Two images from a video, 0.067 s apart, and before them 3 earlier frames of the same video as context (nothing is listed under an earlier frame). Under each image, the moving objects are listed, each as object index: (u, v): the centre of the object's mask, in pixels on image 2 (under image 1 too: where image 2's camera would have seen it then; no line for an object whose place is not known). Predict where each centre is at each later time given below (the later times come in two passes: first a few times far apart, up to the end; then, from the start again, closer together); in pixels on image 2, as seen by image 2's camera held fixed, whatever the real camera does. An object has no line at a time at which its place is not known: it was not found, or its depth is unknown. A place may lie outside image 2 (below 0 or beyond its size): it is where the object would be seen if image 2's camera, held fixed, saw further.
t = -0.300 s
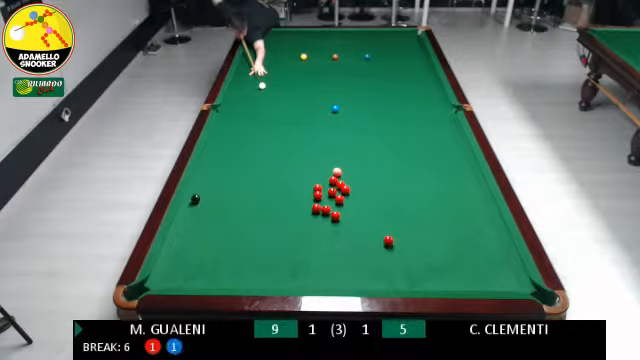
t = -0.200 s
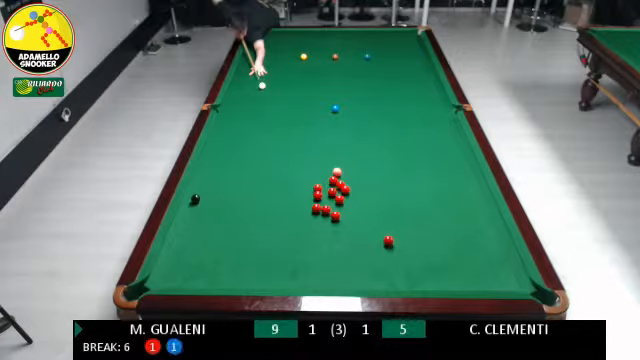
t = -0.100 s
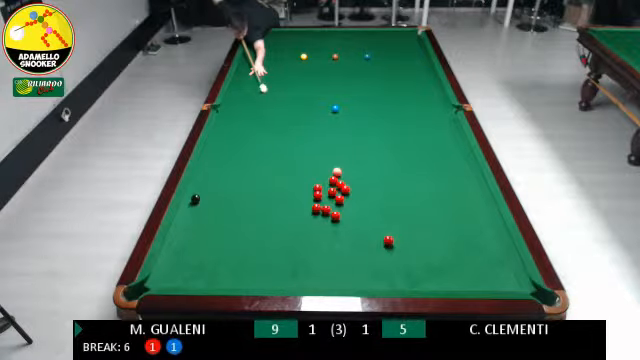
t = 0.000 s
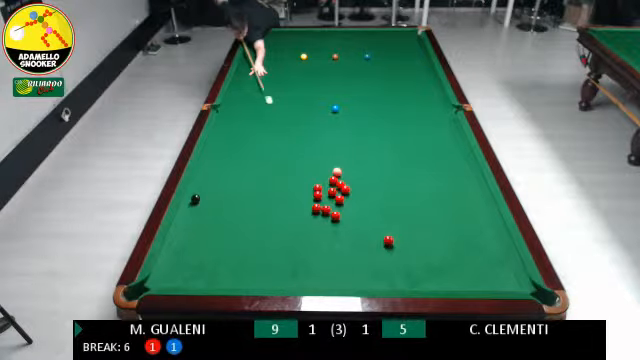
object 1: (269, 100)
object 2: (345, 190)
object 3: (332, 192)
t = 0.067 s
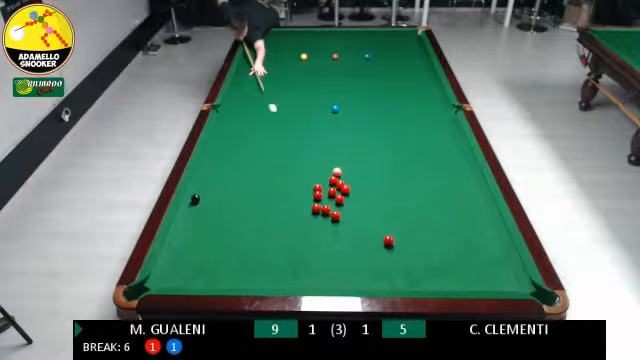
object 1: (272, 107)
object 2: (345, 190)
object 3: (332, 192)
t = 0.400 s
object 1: (293, 152)
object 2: (345, 190)
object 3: (332, 192)
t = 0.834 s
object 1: (296, 222)
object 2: (351, 188)
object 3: (349, 197)
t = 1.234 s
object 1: (276, 265)
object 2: (363, 182)
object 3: (375, 207)
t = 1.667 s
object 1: (269, 210)
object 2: (375, 177)
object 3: (401, 216)
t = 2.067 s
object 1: (264, 171)
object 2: (382, 174)
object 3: (424, 223)
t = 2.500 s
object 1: (260, 139)
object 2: (389, 172)
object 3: (445, 230)
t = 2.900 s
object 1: (256, 116)
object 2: (392, 171)
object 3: (462, 237)
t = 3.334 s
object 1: (253, 96)
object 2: (392, 171)
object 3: (477, 242)
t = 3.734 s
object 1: (251, 81)
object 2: (393, 171)
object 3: (487, 245)
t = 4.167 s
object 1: (248, 67)
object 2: (393, 171)
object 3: (494, 247)
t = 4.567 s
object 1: (247, 56)
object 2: (393, 171)
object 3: (496, 248)
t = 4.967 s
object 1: (247, 47)
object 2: (393, 171)
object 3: (497, 248)
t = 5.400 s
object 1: (253, 39)
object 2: (393, 171)
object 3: (497, 248)
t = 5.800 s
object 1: (257, 34)
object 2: (393, 171)
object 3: (497, 248)
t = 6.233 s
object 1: (257, 33)
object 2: (393, 171)
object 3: (497, 248)
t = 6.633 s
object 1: (254, 36)
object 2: (392, 171)
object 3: (497, 248)
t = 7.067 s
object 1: (250, 38)
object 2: (393, 171)
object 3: (497, 248)
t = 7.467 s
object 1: (250, 40)
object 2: (393, 171)
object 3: (497, 248)
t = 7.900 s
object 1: (250, 41)
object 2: (393, 171)
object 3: (497, 248)
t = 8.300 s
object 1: (251, 42)
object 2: (393, 171)
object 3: (497, 248)
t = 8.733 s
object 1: (251, 42)
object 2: (393, 171)
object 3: (497, 248)
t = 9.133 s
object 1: (251, 42)
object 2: (393, 171)
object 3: (497, 248)
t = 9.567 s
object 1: (251, 42)
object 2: (393, 171)
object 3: (497, 248)
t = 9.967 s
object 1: (251, 42)
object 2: (392, 171)
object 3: (497, 248)
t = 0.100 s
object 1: (274, 111)
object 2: (345, 190)
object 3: (332, 192)
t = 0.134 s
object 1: (276, 116)
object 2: (345, 190)
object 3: (332, 192)
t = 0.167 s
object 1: (278, 119)
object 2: (345, 190)
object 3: (332, 192)
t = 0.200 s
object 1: (280, 124)
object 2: (345, 190)
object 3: (332, 192)
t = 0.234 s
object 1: (282, 128)
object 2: (345, 190)
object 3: (332, 192)
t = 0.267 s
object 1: (284, 132)
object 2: (345, 190)
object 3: (332, 192)
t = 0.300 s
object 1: (286, 137)
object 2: (345, 190)
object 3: (332, 192)
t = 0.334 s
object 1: (289, 142)
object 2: (345, 190)
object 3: (332, 192)
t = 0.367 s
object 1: (291, 147)
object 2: (345, 190)
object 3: (332, 192)
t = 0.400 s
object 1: (293, 152)
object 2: (345, 190)
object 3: (332, 192)
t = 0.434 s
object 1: (295, 157)
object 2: (346, 190)
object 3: (332, 192)
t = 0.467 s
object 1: (298, 162)
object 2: (345, 190)
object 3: (332, 192)
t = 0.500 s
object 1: (300, 167)
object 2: (345, 189)
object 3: (332, 192)
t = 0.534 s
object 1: (303, 173)
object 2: (345, 190)
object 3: (332, 192)
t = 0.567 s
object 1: (305, 179)
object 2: (345, 190)
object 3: (332, 192)
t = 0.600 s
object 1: (308, 184)
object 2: (345, 190)
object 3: (332, 192)
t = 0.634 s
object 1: (307, 190)
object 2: (345, 190)
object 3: (332, 192)
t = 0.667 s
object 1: (305, 194)
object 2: (346, 189)
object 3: (335, 194)
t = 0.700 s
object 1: (302, 199)
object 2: (347, 189)
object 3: (341, 193)
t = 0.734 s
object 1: (301, 205)
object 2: (347, 189)
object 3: (342, 194)
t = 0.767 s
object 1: (299, 211)
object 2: (348, 188)
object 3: (343, 195)
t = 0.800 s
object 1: (297, 217)
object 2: (350, 187)
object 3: (347, 197)
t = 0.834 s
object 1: (296, 222)
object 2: (351, 188)
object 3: (349, 197)
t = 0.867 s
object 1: (294, 229)
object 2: (352, 187)
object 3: (351, 198)
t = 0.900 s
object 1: (292, 235)
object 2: (353, 186)
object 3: (353, 199)
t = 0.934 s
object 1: (291, 241)
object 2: (354, 186)
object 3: (355, 199)
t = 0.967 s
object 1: (288, 248)
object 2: (355, 186)
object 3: (358, 200)
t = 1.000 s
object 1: (286, 255)
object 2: (356, 185)
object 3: (360, 201)
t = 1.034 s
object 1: (284, 262)
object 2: (357, 184)
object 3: (362, 202)
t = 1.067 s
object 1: (282, 270)
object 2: (358, 184)
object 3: (364, 203)
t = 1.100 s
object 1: (279, 277)
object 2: (359, 184)
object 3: (366, 204)
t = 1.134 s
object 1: (277, 282)
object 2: (360, 183)
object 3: (368, 205)
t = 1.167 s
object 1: (276, 277)
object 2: (361, 182)
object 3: (371, 205)
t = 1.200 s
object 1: (276, 271)
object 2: (362, 182)
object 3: (373, 206)
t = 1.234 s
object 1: (276, 265)
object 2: (363, 182)
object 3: (375, 207)
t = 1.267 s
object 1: (275, 260)
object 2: (364, 181)
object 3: (377, 208)
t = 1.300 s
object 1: (275, 255)
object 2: (365, 181)
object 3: (379, 208)
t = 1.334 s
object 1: (274, 250)
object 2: (366, 180)
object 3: (381, 209)
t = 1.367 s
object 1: (273, 245)
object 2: (367, 180)
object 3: (383, 210)
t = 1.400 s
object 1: (273, 241)
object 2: (368, 180)
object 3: (385, 210)
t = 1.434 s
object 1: (272, 237)
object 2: (369, 180)
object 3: (388, 211)
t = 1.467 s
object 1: (272, 233)
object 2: (370, 179)
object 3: (389, 212)
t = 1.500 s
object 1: (271, 229)
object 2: (370, 178)
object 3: (391, 212)
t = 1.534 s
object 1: (271, 225)
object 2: (371, 178)
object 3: (394, 213)
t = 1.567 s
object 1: (270, 221)
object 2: (372, 178)
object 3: (395, 213)
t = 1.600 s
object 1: (270, 217)
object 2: (373, 178)
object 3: (398, 214)
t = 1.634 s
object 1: (269, 213)
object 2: (374, 178)
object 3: (399, 215)
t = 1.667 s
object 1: (269, 210)
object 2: (375, 177)
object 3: (401, 216)
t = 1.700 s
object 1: (268, 206)
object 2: (375, 177)
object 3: (403, 216)
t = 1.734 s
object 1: (268, 202)
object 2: (376, 176)
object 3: (406, 217)
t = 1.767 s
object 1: (268, 199)
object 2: (377, 176)
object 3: (407, 217)
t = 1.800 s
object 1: (267, 195)
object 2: (377, 176)
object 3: (409, 218)
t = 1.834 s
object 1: (267, 192)
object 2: (377, 176)
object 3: (412, 219)
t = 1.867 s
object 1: (266, 188)
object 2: (379, 175)
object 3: (413, 219)
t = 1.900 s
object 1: (266, 186)
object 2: (380, 175)
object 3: (415, 220)
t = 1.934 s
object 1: (265, 183)
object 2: (380, 175)
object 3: (417, 221)
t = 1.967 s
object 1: (265, 180)
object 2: (381, 175)
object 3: (418, 221)
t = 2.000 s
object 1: (264, 177)
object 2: (381, 175)
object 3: (420, 222)
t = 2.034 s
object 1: (264, 174)
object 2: (382, 174)
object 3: (422, 222)
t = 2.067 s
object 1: (264, 171)
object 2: (382, 174)
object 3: (424, 223)
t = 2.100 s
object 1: (264, 168)
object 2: (383, 174)
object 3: (425, 223)
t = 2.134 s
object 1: (263, 166)
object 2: (384, 174)
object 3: (427, 224)
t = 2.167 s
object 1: (263, 164)
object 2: (384, 174)
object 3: (429, 225)
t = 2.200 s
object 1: (262, 160)
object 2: (385, 174)
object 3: (431, 226)
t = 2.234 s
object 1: (262, 158)
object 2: (385, 173)
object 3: (432, 226)
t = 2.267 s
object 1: (262, 156)
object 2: (386, 173)
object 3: (434, 227)
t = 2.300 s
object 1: (261, 153)
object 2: (387, 173)
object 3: (435, 227)
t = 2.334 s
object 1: (261, 151)
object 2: (387, 172)
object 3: (437, 228)
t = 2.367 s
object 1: (261, 148)
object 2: (387, 172)
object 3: (439, 229)
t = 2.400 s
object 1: (260, 146)
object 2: (388, 172)
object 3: (441, 229)
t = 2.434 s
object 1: (260, 144)
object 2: (388, 172)
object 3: (442, 229)
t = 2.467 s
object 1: (260, 142)
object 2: (388, 172)
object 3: (443, 230)
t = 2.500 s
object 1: (260, 139)
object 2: (389, 172)
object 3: (445, 230)
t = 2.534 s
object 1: (260, 137)
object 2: (389, 172)
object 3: (446, 231)
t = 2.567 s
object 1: (259, 135)
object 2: (389, 172)
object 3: (448, 232)
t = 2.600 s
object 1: (259, 133)
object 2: (390, 172)
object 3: (449, 232)
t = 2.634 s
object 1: (259, 132)
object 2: (390, 172)
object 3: (451, 232)
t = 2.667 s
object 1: (259, 129)
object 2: (390, 172)
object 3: (452, 233)
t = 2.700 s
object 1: (258, 128)
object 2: (390, 172)
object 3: (454, 233)
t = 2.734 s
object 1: (258, 124)
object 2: (391, 172)
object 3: (455, 234)
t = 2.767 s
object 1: (258, 123)
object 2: (391, 172)
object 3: (457, 235)
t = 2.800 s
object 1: (257, 121)
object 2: (391, 172)
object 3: (459, 235)
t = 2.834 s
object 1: (257, 119)
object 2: (391, 172)
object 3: (459, 236)
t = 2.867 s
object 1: (256, 118)
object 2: (391, 171)
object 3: (461, 236)
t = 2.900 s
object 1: (256, 116)
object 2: (392, 171)
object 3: (462, 237)
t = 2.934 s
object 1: (256, 114)
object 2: (392, 171)
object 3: (464, 237)
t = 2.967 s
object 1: (256, 113)
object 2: (392, 171)
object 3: (465, 238)
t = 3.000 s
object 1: (256, 111)
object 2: (392, 171)
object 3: (466, 238)
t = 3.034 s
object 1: (255, 109)
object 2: (393, 171)
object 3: (467, 238)
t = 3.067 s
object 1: (255, 108)
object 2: (393, 171)
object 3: (468, 239)
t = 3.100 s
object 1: (255, 106)
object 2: (393, 171)
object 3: (469, 239)
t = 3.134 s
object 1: (255, 104)
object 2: (393, 171)
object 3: (471, 239)
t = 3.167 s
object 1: (254, 103)
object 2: (393, 171)
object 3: (471, 240)
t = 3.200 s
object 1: (254, 102)
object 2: (393, 171)
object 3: (473, 241)
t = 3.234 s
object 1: (254, 100)
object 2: (392, 171)
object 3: (474, 241)
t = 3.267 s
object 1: (254, 99)
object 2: (392, 171)
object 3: (474, 241)
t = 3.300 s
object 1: (253, 97)
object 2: (393, 171)
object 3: (476, 242)
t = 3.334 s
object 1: (253, 96)
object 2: (392, 171)
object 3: (477, 242)
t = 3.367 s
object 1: (253, 95)
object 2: (393, 171)
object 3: (477, 242)
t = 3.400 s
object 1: (253, 92)
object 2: (392, 171)
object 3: (479, 243)
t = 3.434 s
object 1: (252, 92)
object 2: (393, 171)
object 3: (479, 244)
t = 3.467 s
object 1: (252, 90)
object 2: (393, 171)
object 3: (481, 244)
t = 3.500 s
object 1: (252, 89)
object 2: (393, 171)
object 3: (482, 244)
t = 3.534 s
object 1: (252, 87)
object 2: (393, 171)
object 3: (482, 244)
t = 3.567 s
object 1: (252, 86)
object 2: (393, 171)
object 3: (483, 244)
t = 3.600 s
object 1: (252, 85)
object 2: (393, 171)
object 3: (483, 244)
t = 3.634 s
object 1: (251, 84)
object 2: (393, 171)
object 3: (485, 244)
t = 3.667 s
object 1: (251, 83)
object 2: (393, 171)
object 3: (485, 244)
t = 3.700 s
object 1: (251, 82)
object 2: (393, 171)
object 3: (486, 245)
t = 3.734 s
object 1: (251, 81)
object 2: (393, 171)
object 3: (487, 245)
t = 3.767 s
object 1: (251, 79)
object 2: (393, 171)
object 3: (487, 245)
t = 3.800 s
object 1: (250, 78)
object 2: (393, 171)
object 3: (488, 245)
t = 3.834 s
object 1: (250, 77)
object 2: (393, 171)
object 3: (489, 246)
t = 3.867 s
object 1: (250, 76)
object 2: (393, 171)
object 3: (489, 246)
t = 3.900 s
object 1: (250, 75)
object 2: (393, 171)
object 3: (490, 246)
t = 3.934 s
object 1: (249, 74)
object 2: (393, 171)
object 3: (491, 246)
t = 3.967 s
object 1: (249, 74)
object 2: (393, 171)
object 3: (491, 246)
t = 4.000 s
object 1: (249, 72)
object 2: (393, 171)
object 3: (492, 246)
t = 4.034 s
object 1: (249, 71)
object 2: (393, 171)
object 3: (492, 246)
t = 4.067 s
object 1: (249, 70)
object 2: (393, 171)
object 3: (492, 247)
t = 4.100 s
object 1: (248, 69)
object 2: (393, 171)
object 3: (493, 247)
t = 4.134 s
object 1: (248, 68)
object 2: (393, 171)
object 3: (493, 247)
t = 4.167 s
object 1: (248, 67)
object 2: (393, 171)
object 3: (494, 247)
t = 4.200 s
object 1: (248, 66)
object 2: (393, 171)
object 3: (495, 247)
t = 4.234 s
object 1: (248, 65)
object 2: (393, 171)
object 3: (495, 247)
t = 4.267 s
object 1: (248, 64)
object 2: (393, 171)
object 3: (495, 247)
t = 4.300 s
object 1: (248, 63)
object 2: (393, 171)
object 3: (495, 247)
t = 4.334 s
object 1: (248, 62)
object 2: (393, 171)
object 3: (496, 247)
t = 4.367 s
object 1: (247, 61)
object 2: (393, 171)
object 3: (496, 247)
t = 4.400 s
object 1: (247, 60)
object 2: (393, 171)
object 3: (496, 247)
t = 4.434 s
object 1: (247, 59)
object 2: (393, 171)
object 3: (496, 247)
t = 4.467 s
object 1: (247, 58)
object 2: (393, 171)
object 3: (496, 247)
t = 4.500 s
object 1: (247, 58)
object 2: (393, 171)
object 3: (496, 248)
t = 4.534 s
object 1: (247, 57)
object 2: (393, 171)
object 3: (496, 248)
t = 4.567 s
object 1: (247, 56)
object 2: (393, 171)
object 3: (496, 248)
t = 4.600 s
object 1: (246, 55)
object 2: (393, 171)
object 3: (496, 248)
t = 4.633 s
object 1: (246, 54)
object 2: (393, 171)
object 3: (497, 248)
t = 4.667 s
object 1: (246, 54)
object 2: (393, 171)
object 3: (497, 248)
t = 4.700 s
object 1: (246, 53)
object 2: (393, 171)
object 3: (497, 248)
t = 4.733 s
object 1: (246, 52)
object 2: (393, 171)
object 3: (497, 248)
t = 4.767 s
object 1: (246, 51)
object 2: (393, 171)
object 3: (497, 248)
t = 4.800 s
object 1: (246, 50)
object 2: (393, 171)
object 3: (497, 248)
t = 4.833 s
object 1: (246, 50)
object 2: (393, 171)
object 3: (497, 248)
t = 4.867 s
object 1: (246, 49)
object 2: (393, 171)
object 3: (497, 248)
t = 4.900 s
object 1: (247, 48)
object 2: (393, 171)
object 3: (497, 248)
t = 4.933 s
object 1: (247, 48)
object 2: (393, 171)
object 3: (497, 248)
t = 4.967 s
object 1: (247, 47)
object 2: (393, 171)
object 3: (497, 248)
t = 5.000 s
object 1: (248, 47)
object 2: (393, 171)
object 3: (497, 248)
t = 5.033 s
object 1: (248, 46)
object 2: (393, 171)
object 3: (497, 248)
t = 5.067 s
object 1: (249, 45)
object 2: (393, 171)
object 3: (497, 248)
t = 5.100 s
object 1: (249, 45)
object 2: (393, 171)
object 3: (497, 248)
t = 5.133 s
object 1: (250, 44)
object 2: (393, 171)
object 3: (497, 248)
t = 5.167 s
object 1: (250, 44)
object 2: (393, 171)
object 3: (497, 248)
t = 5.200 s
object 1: (250, 43)
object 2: (393, 171)
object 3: (497, 248)
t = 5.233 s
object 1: (251, 42)
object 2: (393, 171)
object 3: (497, 248)
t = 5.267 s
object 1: (251, 42)
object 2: (393, 171)
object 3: (497, 248)
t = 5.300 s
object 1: (252, 42)
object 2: (393, 171)
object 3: (497, 248)
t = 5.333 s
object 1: (252, 41)
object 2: (393, 171)
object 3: (497, 248)
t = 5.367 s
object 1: (252, 40)
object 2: (393, 171)
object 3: (497, 248)
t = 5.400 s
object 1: (253, 39)
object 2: (393, 171)
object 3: (497, 248)
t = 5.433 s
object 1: (253, 39)
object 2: (393, 171)
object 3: (497, 248)
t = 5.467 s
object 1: (253, 39)
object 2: (393, 171)
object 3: (497, 248)
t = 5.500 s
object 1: (254, 38)
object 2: (393, 171)
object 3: (497, 248)
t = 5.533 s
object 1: (254, 38)
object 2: (393, 171)
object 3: (497, 248)
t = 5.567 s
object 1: (254, 37)
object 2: (393, 171)
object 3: (497, 248)
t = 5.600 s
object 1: (255, 36)
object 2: (393, 171)
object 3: (497, 248)
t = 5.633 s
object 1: (255, 36)
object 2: (393, 171)
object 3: (497, 248)
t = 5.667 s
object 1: (256, 36)
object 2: (393, 171)
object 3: (497, 248)
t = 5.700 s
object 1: (256, 35)
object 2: (393, 171)
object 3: (497, 248)
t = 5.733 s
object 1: (256, 35)
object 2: (393, 171)
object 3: (497, 248)
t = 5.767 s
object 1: (257, 34)
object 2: (393, 171)
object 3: (497, 248)
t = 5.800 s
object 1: (257, 34)
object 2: (393, 171)
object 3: (497, 248)
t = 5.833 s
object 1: (258, 33)
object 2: (393, 171)
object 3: (497, 248)
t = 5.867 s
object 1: (258, 33)
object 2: (393, 171)
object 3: (497, 248)
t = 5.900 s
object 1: (258, 32)
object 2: (393, 171)
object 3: (497, 248)
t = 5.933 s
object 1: (258, 32)
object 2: (393, 171)
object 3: (497, 248)
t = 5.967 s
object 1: (258, 32)
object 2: (393, 171)
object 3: (497, 248)
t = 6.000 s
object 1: (258, 32)
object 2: (393, 171)
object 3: (497, 248)
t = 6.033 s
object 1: (258, 32)
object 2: (393, 171)
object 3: (497, 248)
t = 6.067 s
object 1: (258, 32)
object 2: (393, 171)
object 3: (497, 248)
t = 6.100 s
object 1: (258, 32)
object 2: (393, 171)
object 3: (497, 248)
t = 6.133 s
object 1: (258, 32)
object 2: (393, 171)
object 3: (497, 248)
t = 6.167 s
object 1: (258, 32)
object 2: (393, 171)
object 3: (497, 248)
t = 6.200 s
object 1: (258, 32)
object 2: (393, 171)
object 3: (497, 248)
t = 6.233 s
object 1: (257, 33)
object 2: (393, 171)
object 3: (497, 248)
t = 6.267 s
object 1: (257, 33)
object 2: (393, 171)
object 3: (497, 248)
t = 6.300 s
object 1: (257, 34)
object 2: (393, 171)
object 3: (497, 248)
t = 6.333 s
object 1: (257, 34)
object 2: (393, 171)
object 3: (497, 248)
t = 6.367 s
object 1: (256, 34)
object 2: (393, 171)
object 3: (497, 248)
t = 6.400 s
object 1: (255, 34)
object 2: (393, 171)
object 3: (497, 248)
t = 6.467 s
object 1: (255, 35)
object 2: (393, 171)
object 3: (497, 248)
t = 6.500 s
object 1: (255, 35)
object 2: (393, 171)
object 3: (497, 248)
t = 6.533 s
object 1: (254, 35)
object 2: (393, 171)
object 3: (497, 248)
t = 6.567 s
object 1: (254, 35)
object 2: (393, 171)
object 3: (497, 248)
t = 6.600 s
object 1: (254, 35)
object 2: (393, 171)
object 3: (497, 248)
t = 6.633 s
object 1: (254, 36)
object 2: (392, 171)
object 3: (497, 248)
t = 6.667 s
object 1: (253, 36)
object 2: (392, 171)
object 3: (497, 248)
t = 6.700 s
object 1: (253, 36)
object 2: (392, 171)
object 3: (497, 248)
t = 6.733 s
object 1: (253, 36)
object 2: (392, 171)
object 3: (497, 248)
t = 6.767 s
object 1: (253, 37)
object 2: (393, 171)
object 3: (497, 248)
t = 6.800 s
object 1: (253, 37)
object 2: (393, 171)
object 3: (497, 248)
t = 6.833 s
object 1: (252, 37)
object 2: (393, 171)
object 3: (497, 248)
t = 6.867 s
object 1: (252, 37)
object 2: (393, 171)
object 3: (497, 248)
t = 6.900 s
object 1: (252, 37)
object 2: (393, 171)
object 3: (497, 248)
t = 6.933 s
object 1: (251, 37)
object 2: (393, 171)
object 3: (497, 248)
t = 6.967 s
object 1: (251, 37)
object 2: (393, 171)
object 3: (497, 248)
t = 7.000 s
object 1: (251, 38)
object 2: (393, 171)
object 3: (497, 248)
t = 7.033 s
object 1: (251, 38)
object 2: (393, 171)
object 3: (497, 248)
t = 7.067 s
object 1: (250, 38)
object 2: (393, 171)
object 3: (497, 248)
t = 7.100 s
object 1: (250, 38)
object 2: (393, 171)
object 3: (497, 248)
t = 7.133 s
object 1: (250, 38)
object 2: (393, 171)
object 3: (497, 248)
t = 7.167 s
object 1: (250, 38)
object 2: (393, 171)
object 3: (497, 248)
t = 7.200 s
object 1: (250, 39)
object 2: (393, 171)
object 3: (497, 248)
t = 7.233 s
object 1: (250, 39)
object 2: (393, 171)
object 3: (497, 248)
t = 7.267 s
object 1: (250, 39)
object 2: (393, 171)
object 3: (497, 248)
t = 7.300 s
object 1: (250, 39)
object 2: (393, 171)
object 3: (497, 248)
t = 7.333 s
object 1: (250, 39)
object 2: (393, 171)
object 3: (497, 248)
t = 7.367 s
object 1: (250, 40)
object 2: (393, 171)
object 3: (497, 248)
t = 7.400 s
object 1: (250, 40)
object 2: (393, 171)
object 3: (497, 248)
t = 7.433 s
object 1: (250, 40)
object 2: (393, 171)
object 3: (497, 248)
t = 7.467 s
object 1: (250, 40)
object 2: (393, 171)
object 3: (497, 248)
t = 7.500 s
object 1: (250, 40)
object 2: (393, 171)
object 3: (497, 248)
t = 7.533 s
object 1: (250, 40)
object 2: (393, 171)
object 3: (497, 248)
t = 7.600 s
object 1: (250, 40)
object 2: (393, 171)
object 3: (497, 248)
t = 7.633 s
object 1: (250, 40)
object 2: (393, 171)
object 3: (497, 248)
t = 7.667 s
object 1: (250, 40)
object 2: (393, 171)
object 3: (497, 248)
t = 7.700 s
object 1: (250, 41)
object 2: (393, 171)
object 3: (497, 248)
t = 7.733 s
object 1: (250, 41)
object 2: (393, 171)
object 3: (497, 248)
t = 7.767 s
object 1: (250, 41)
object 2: (393, 171)
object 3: (497, 248)
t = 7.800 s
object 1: (250, 41)
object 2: (393, 171)
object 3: (497, 248)
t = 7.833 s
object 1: (251, 41)
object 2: (393, 171)
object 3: (497, 248)
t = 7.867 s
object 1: (251, 41)
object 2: (393, 171)
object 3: (497, 248)
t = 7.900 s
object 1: (250, 41)
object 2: (393, 171)
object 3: (497, 248)
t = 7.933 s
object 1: (251, 41)
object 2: (393, 171)
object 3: (497, 248)
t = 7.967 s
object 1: (251, 41)
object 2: (393, 171)
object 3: (497, 248)
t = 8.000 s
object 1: (251, 41)
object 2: (393, 171)
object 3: (497, 248)
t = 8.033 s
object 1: (251, 42)
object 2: (393, 171)
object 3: (497, 248)
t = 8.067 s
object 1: (251, 42)
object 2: (393, 171)
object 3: (497, 248)
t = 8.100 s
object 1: (251, 42)
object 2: (393, 171)
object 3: (497, 248)
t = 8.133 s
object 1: (251, 42)
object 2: (393, 171)
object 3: (497, 248)
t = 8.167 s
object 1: (251, 42)
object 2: (393, 171)
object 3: (497, 248)
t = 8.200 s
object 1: (251, 42)
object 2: (393, 171)
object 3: (497, 248)
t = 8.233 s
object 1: (251, 42)
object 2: (393, 171)
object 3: (497, 248)
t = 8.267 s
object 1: (251, 42)
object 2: (393, 171)
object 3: (497, 248)
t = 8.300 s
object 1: (251, 42)
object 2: (393, 171)
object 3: (497, 248)
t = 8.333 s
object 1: (251, 42)
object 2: (393, 171)
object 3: (497, 248)
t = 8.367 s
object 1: (251, 42)
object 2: (393, 171)
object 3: (497, 248)
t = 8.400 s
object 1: (251, 42)
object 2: (393, 171)
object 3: (497, 248)
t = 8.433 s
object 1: (251, 42)
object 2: (393, 171)
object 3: (497, 248)
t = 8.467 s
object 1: (251, 42)
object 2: (393, 171)
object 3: (497, 248)
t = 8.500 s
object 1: (251, 42)
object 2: (393, 171)
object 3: (497, 248)
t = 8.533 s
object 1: (251, 42)
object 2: (393, 171)
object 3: (497, 248)
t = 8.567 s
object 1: (251, 42)
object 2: (393, 171)
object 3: (497, 248)
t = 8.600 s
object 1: (251, 42)
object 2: (393, 171)
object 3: (497, 248)
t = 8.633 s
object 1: (251, 42)
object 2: (393, 171)
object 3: (497, 248)
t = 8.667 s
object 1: (251, 42)
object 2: (393, 171)
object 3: (497, 248)
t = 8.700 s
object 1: (251, 42)
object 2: (393, 171)
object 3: (497, 248)
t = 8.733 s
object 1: (251, 42)
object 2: (393, 171)
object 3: (497, 248)
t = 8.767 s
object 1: (251, 42)
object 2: (393, 171)
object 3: (497, 248)
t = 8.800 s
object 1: (251, 42)
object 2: (393, 171)
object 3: (497, 248)
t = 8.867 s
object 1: (251, 42)
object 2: (393, 171)
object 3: (497, 248)
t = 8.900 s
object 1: (251, 42)
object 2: (393, 171)
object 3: (497, 248)
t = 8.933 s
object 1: (251, 42)
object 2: (393, 171)
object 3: (497, 248)
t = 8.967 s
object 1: (251, 42)
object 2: (393, 171)
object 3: (497, 248)
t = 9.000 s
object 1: (251, 42)
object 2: (393, 171)
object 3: (497, 248)
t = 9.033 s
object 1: (251, 42)
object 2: (393, 171)
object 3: (497, 248)
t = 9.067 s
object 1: (251, 42)
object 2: (393, 171)
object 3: (497, 248)
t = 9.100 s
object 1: (251, 42)
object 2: (393, 171)
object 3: (497, 248)
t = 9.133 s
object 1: (251, 42)
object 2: (393, 171)
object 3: (497, 248)
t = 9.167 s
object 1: (251, 42)
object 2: (393, 171)
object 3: (497, 248)
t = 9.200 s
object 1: (251, 42)
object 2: (393, 171)
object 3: (497, 248)
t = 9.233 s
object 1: (251, 42)
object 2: (393, 171)
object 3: (497, 248)
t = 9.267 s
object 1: (251, 42)
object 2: (393, 171)
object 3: (497, 248)
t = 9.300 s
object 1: (251, 42)
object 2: (393, 171)
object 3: (497, 248)
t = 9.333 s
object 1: (251, 42)
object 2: (393, 171)
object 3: (497, 248)
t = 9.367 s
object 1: (251, 42)
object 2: (393, 171)
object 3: (497, 248)
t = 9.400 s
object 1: (251, 42)
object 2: (393, 171)
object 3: (497, 248)
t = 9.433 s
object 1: (251, 42)
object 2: (393, 171)
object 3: (497, 248)
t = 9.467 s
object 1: (251, 42)
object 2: (393, 171)
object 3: (497, 248)
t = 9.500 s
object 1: (251, 42)
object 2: (393, 171)
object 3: (497, 248)
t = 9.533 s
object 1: (251, 42)
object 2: (393, 171)
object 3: (497, 248)
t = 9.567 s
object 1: (251, 42)
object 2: (393, 171)
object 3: (497, 248)
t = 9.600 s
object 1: (251, 42)
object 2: (393, 171)
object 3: (497, 248)
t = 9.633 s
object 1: (251, 42)
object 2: (393, 171)
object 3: (497, 248)
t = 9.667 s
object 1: (251, 42)
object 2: (393, 171)
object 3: (497, 248)
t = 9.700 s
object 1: (251, 42)
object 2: (393, 171)
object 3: (497, 248)
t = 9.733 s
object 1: (251, 42)
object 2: (393, 171)
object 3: (497, 248)
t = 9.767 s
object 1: (251, 42)
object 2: (393, 171)
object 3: (497, 248)
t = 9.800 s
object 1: (251, 42)
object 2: (393, 171)
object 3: (497, 248)
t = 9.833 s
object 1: (251, 42)
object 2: (393, 171)
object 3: (497, 248)
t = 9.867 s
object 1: (251, 42)
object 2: (393, 171)
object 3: (497, 248)
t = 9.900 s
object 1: (251, 42)
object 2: (393, 171)
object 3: (497, 248)
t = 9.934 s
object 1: (251, 42)
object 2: (392, 171)
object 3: (497, 248)
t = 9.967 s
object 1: (251, 42)
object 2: (392, 171)
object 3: (497, 248)
